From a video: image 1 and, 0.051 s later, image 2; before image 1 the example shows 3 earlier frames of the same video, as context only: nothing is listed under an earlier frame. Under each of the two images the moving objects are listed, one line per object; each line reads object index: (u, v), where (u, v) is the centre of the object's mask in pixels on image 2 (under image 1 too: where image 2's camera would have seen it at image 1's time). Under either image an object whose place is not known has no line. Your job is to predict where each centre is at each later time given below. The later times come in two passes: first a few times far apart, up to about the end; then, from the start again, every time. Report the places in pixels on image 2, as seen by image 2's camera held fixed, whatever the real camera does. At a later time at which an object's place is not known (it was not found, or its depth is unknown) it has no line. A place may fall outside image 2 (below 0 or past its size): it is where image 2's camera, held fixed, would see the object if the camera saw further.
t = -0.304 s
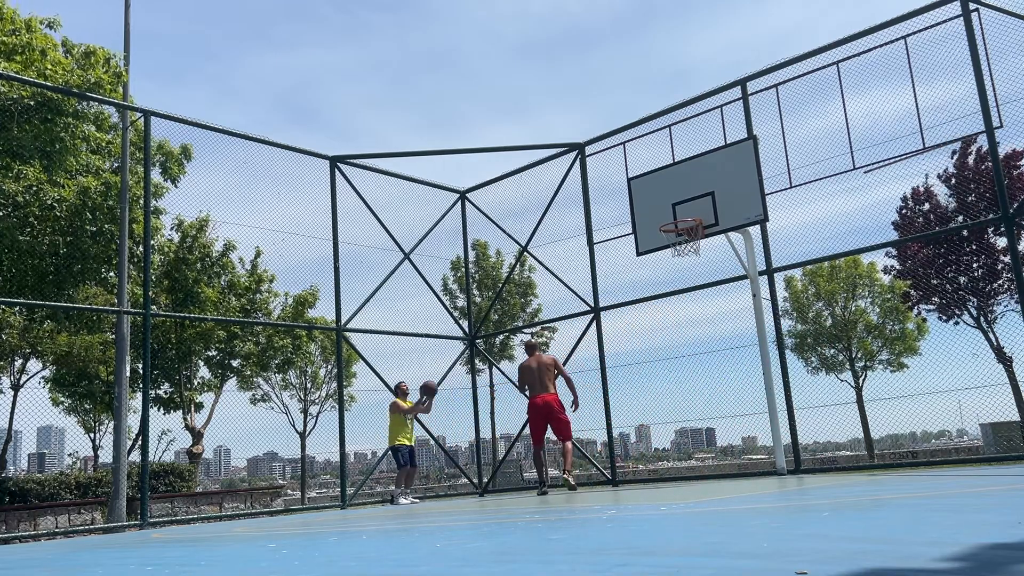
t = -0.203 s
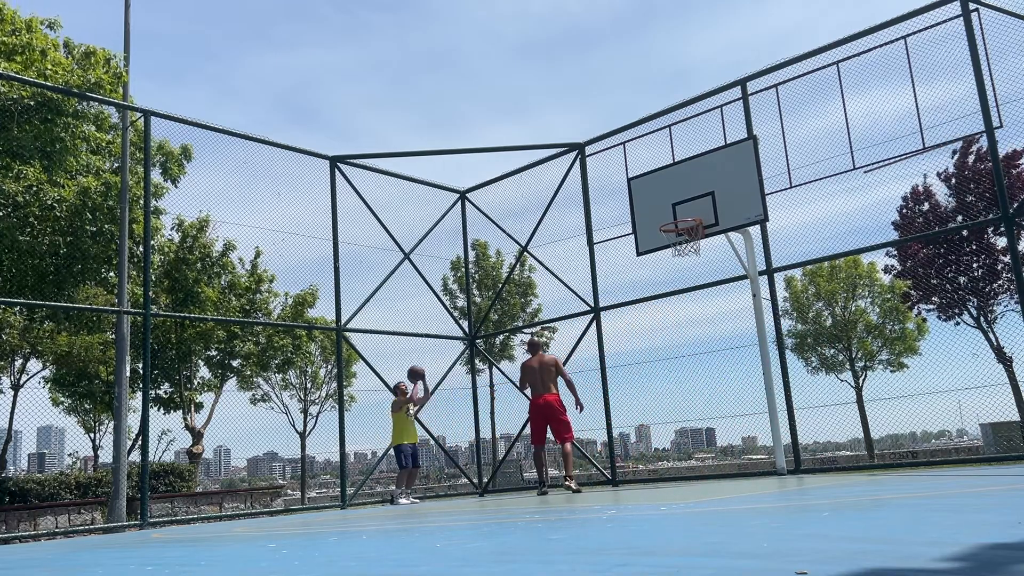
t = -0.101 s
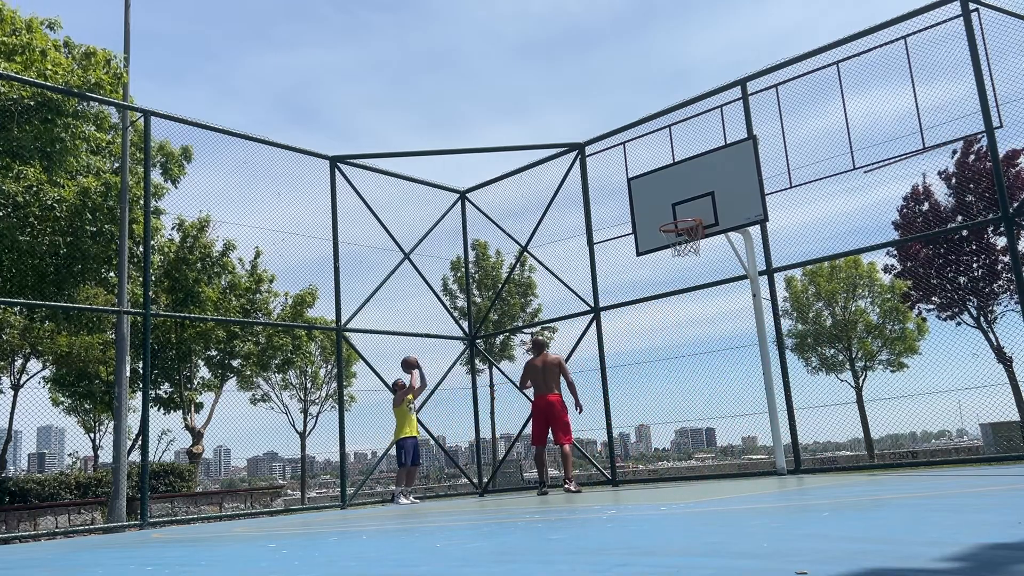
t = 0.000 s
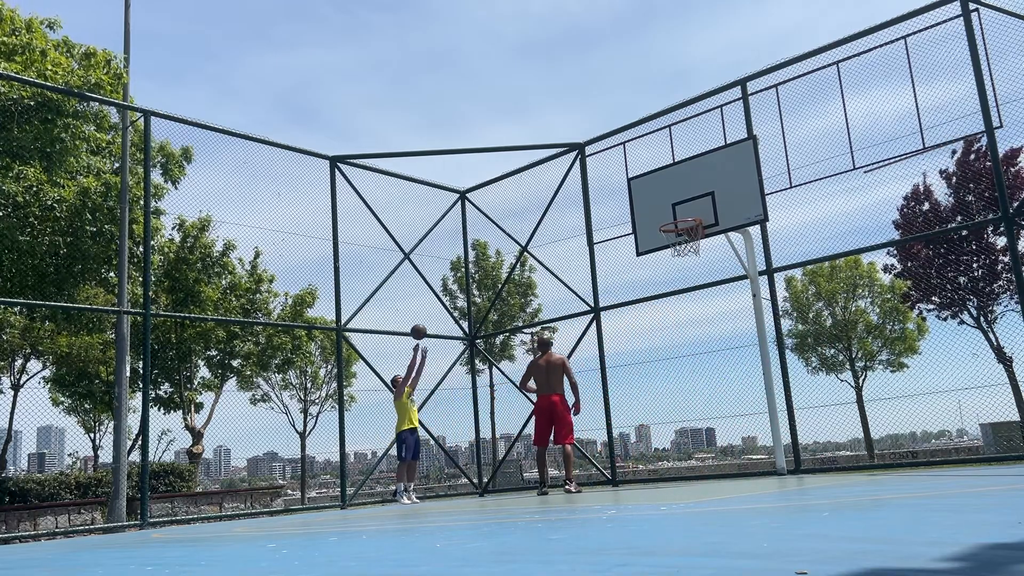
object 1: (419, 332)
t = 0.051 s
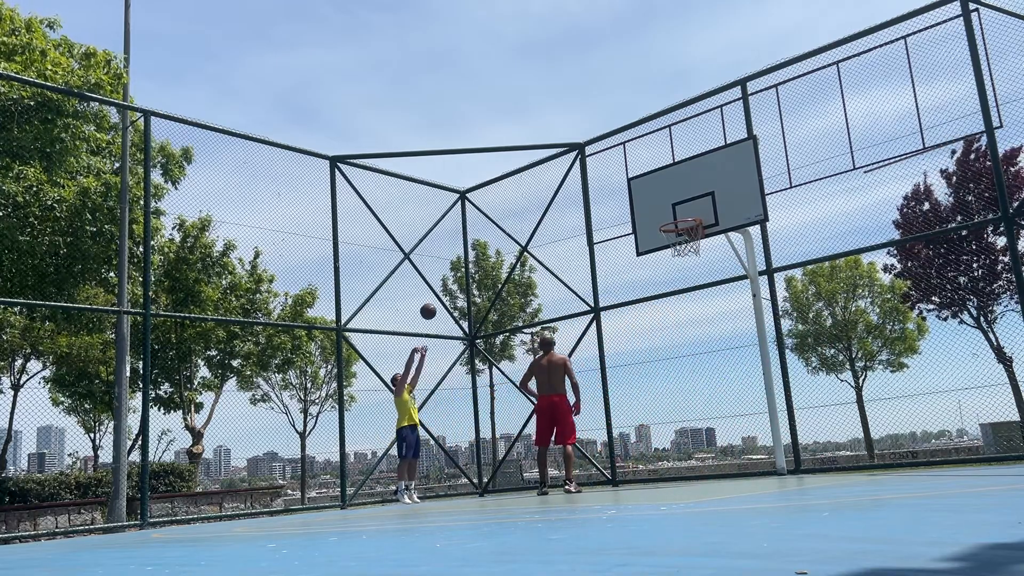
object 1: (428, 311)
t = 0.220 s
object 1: (462, 254)
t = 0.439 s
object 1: (508, 203)
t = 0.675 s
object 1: (565, 179)
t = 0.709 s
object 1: (574, 179)
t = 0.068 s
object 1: (431, 305)
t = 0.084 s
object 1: (435, 298)
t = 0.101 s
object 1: (438, 292)
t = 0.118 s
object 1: (441, 286)
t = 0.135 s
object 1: (445, 281)
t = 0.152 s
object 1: (448, 275)
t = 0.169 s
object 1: (451, 270)
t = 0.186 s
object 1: (455, 264)
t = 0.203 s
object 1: (458, 259)
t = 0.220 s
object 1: (462, 254)
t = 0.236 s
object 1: (465, 248)
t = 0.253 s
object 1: (469, 244)
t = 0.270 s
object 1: (472, 240)
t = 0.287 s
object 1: (475, 235)
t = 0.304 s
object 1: (478, 231)
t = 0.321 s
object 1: (482, 227)
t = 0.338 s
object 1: (486, 223)
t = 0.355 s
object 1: (490, 219)
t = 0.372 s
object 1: (493, 215)
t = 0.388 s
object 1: (497, 212)
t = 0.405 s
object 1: (500, 209)
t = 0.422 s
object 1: (504, 206)
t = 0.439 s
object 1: (508, 203)
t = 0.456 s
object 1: (512, 200)
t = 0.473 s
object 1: (516, 197)
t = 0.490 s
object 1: (520, 195)
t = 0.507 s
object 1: (524, 192)
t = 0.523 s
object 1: (528, 190)
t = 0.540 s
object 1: (532, 188)
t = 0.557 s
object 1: (536, 187)
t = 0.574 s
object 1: (540, 185)
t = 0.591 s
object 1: (544, 184)
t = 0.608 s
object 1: (548, 182)
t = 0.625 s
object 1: (552, 181)
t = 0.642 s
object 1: (557, 180)
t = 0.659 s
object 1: (561, 179)
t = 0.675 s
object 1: (565, 179)
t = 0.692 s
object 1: (570, 179)
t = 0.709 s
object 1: (574, 179)
